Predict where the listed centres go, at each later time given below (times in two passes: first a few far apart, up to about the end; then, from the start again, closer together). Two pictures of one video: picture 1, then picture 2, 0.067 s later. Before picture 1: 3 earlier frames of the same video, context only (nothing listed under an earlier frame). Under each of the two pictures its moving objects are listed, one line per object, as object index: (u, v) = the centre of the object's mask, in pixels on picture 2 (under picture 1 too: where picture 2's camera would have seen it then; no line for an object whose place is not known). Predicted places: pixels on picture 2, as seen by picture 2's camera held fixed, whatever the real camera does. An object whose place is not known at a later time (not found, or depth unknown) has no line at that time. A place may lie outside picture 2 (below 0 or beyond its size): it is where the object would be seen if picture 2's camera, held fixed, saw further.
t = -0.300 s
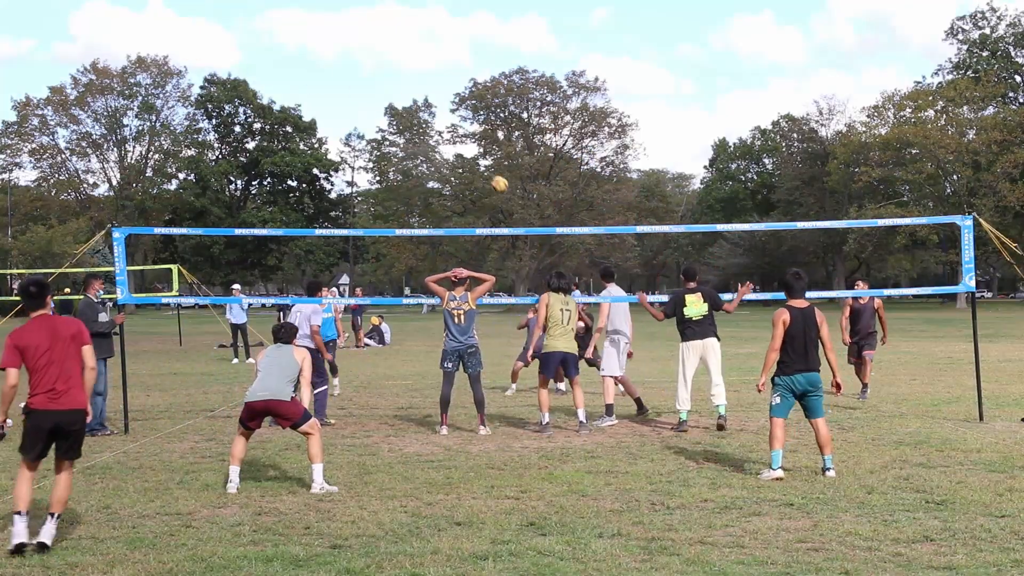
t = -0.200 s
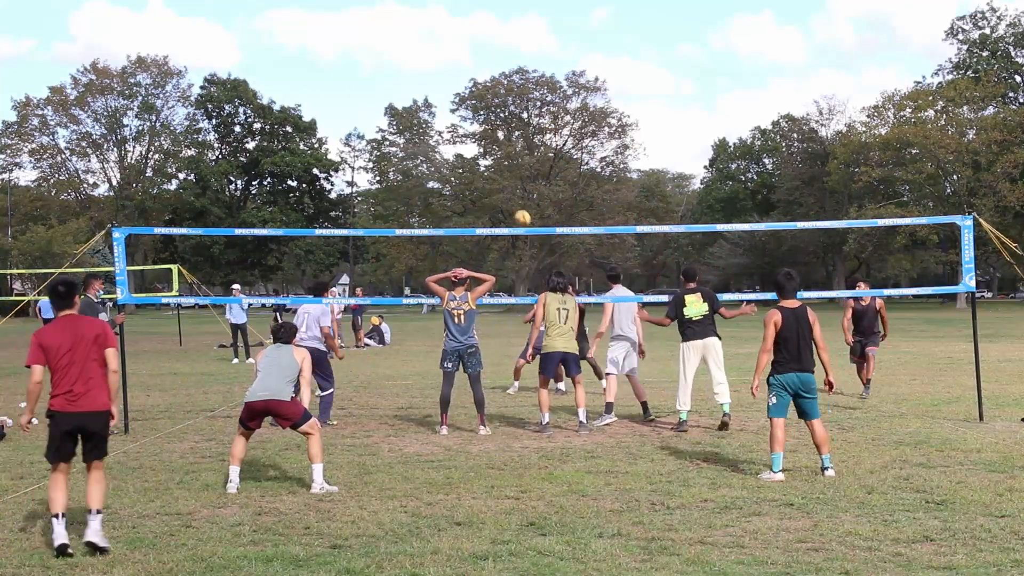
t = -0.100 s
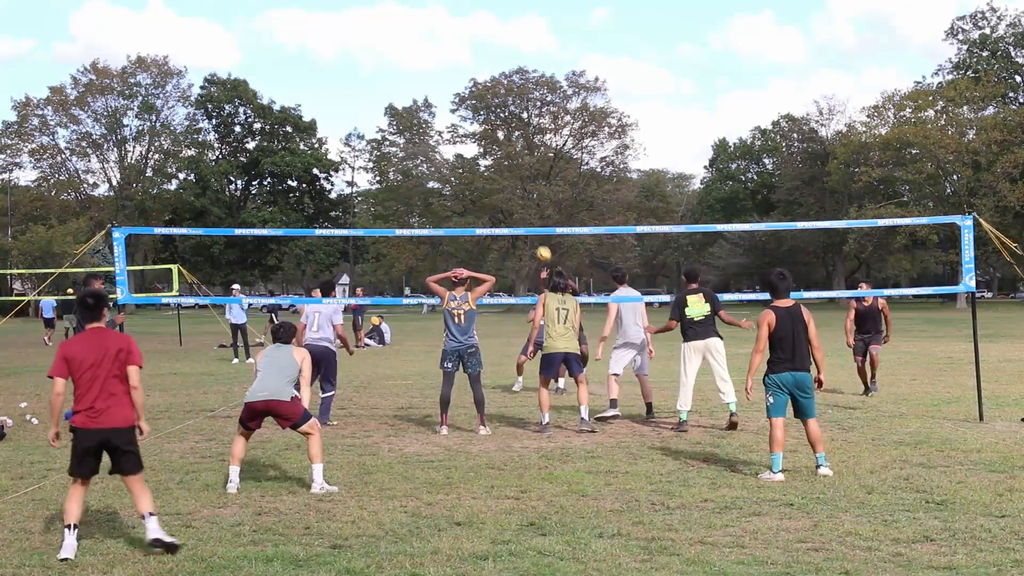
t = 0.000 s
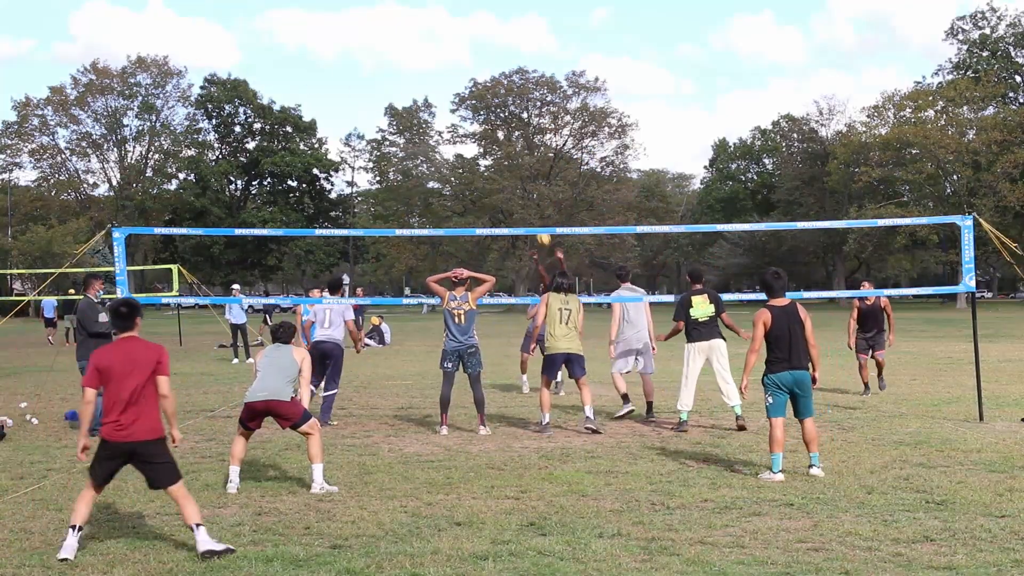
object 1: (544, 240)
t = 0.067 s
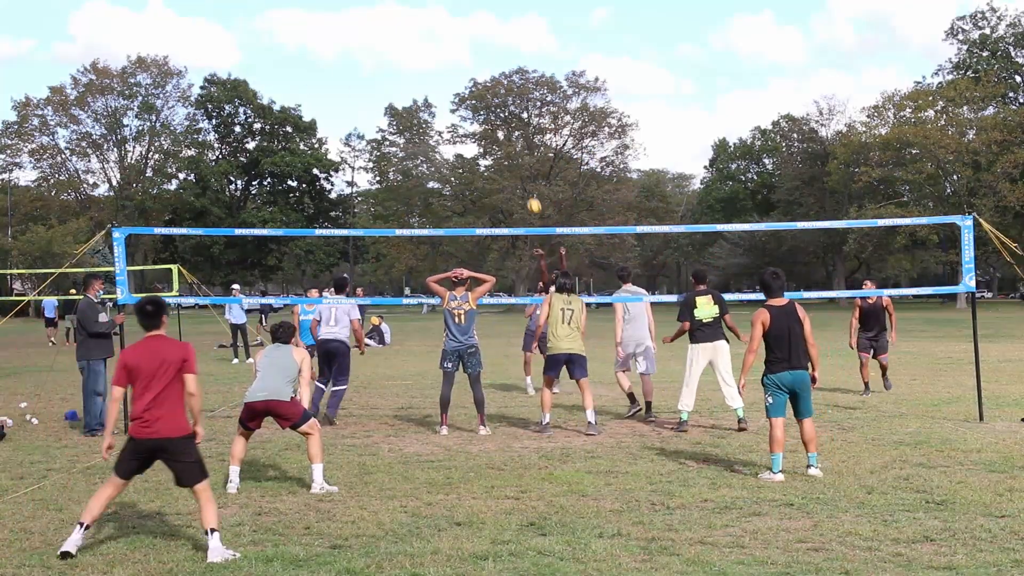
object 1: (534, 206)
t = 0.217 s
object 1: (513, 144)
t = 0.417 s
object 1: (487, 87)
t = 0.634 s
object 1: (458, 54)
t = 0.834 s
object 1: (432, 52)
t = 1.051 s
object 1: (404, 81)
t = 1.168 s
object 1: (389, 109)
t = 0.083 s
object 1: (531, 198)
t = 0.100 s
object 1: (529, 191)
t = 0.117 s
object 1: (527, 183)
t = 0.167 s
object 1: (520, 163)
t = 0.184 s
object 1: (518, 157)
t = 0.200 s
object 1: (515, 151)
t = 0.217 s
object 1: (513, 144)
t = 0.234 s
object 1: (511, 139)
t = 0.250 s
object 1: (509, 133)
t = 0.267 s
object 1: (507, 128)
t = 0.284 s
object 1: (504, 122)
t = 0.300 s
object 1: (502, 117)
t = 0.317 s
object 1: (501, 112)
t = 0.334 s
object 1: (498, 108)
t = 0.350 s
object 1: (496, 103)
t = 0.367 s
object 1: (493, 98)
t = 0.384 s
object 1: (491, 94)
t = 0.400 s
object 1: (489, 91)
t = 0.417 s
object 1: (487, 87)
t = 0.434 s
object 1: (485, 84)
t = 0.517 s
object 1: (473, 68)
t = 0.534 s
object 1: (471, 66)
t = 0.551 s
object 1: (469, 63)
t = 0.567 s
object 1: (467, 61)
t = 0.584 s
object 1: (465, 59)
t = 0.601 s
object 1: (463, 57)
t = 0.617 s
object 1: (460, 55)
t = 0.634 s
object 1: (458, 54)
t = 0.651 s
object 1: (456, 53)
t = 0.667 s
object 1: (454, 51)
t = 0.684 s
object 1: (452, 51)
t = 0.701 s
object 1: (450, 50)
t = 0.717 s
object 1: (447, 49)
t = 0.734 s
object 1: (445, 49)
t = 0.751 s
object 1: (443, 49)
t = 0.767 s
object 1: (441, 49)
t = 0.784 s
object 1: (439, 50)
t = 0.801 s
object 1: (437, 50)
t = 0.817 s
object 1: (434, 51)
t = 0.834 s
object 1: (432, 52)
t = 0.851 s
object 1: (430, 52)
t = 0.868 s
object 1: (428, 54)
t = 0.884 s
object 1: (426, 55)
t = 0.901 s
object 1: (423, 57)
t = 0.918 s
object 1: (421, 59)
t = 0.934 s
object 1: (419, 61)
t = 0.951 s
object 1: (417, 63)
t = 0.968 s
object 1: (415, 65)
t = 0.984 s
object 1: (413, 68)
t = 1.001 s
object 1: (410, 71)
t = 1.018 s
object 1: (408, 74)
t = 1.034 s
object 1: (406, 77)
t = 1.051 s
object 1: (404, 81)
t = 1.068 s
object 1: (402, 84)
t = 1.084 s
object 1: (400, 88)
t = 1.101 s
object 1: (397, 92)
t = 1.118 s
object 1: (395, 96)
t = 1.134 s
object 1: (393, 101)
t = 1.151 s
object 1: (391, 105)
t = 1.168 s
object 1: (389, 109)
